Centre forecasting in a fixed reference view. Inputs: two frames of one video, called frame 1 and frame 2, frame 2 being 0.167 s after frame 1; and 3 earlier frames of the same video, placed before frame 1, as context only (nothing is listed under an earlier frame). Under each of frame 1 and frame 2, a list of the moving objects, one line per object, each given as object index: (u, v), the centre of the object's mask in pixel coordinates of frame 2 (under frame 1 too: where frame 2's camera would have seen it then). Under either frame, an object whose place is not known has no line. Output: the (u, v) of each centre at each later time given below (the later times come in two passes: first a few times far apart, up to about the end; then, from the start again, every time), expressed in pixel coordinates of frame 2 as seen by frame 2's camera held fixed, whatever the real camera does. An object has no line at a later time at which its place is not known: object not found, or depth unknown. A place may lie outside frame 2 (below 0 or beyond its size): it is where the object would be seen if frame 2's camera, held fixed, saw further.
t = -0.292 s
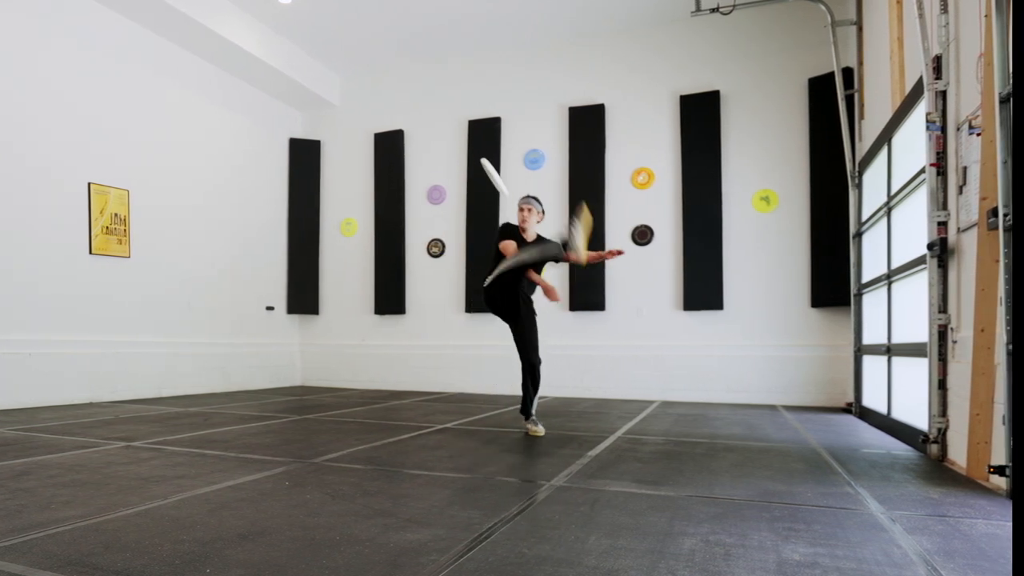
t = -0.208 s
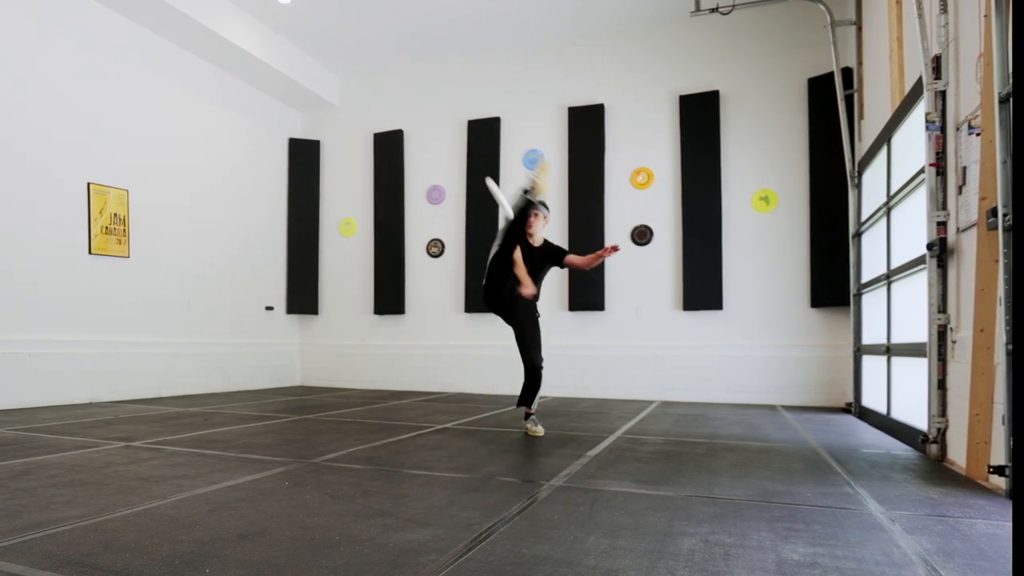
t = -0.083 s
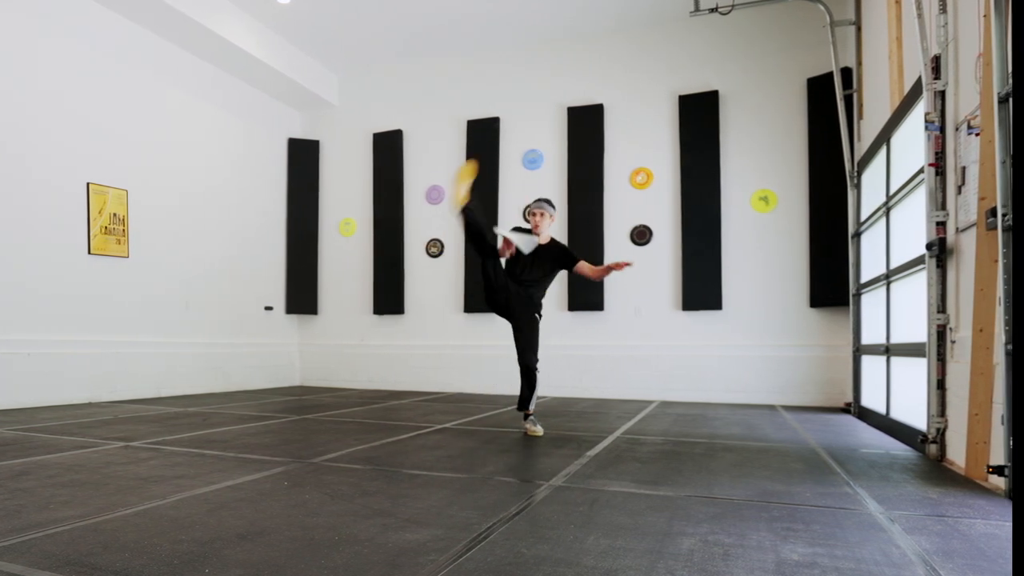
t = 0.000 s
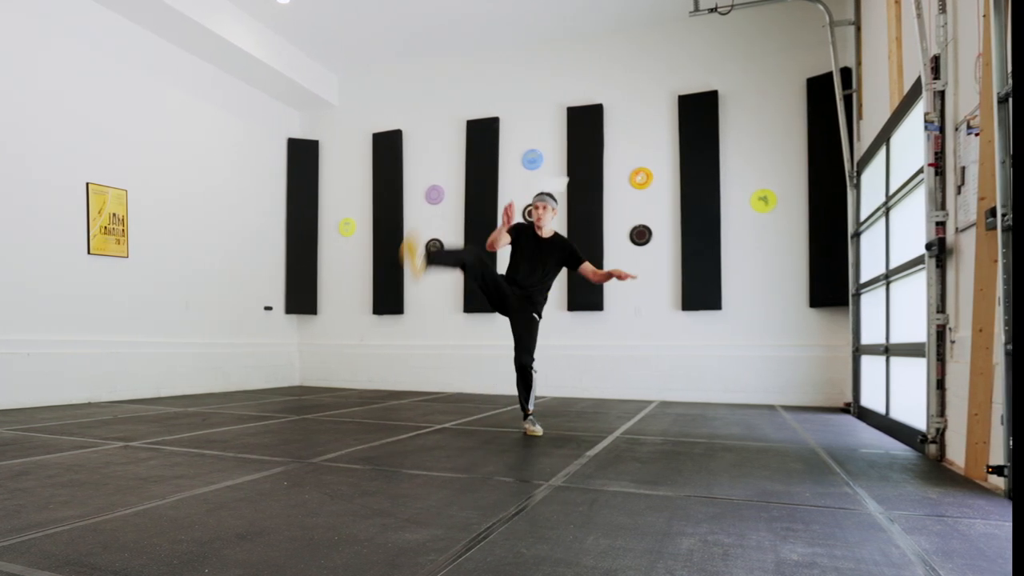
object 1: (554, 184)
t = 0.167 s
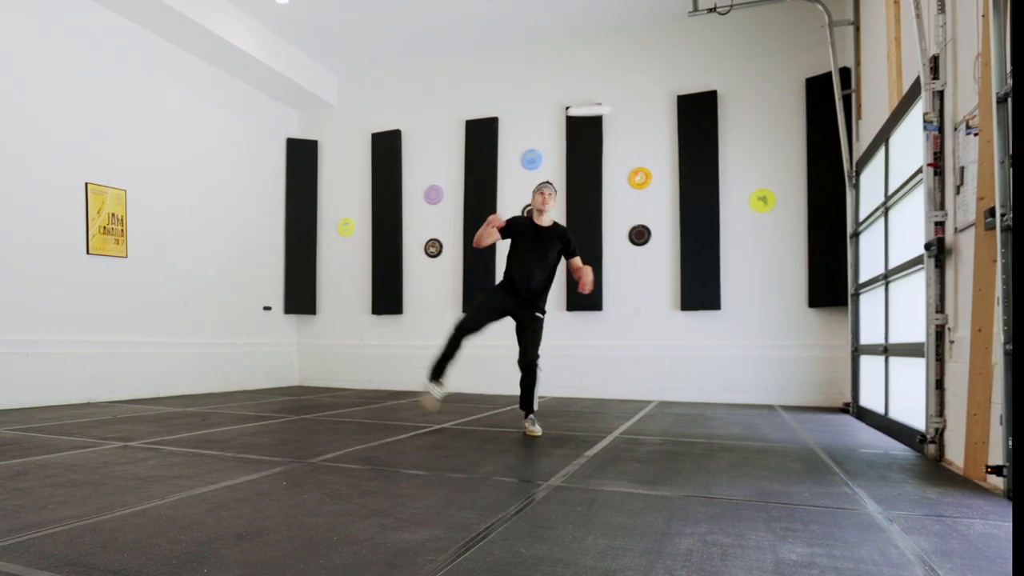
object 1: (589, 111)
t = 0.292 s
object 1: (620, 89)
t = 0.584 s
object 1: (688, 124)
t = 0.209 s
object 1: (600, 101)
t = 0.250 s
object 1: (610, 94)
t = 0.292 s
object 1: (620, 89)
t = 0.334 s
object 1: (630, 88)
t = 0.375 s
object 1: (639, 88)
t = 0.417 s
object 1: (650, 92)
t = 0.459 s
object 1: (659, 97)
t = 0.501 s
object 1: (670, 104)
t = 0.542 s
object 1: (679, 113)
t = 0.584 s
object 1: (688, 124)
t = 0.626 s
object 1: (696, 136)
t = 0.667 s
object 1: (705, 149)
